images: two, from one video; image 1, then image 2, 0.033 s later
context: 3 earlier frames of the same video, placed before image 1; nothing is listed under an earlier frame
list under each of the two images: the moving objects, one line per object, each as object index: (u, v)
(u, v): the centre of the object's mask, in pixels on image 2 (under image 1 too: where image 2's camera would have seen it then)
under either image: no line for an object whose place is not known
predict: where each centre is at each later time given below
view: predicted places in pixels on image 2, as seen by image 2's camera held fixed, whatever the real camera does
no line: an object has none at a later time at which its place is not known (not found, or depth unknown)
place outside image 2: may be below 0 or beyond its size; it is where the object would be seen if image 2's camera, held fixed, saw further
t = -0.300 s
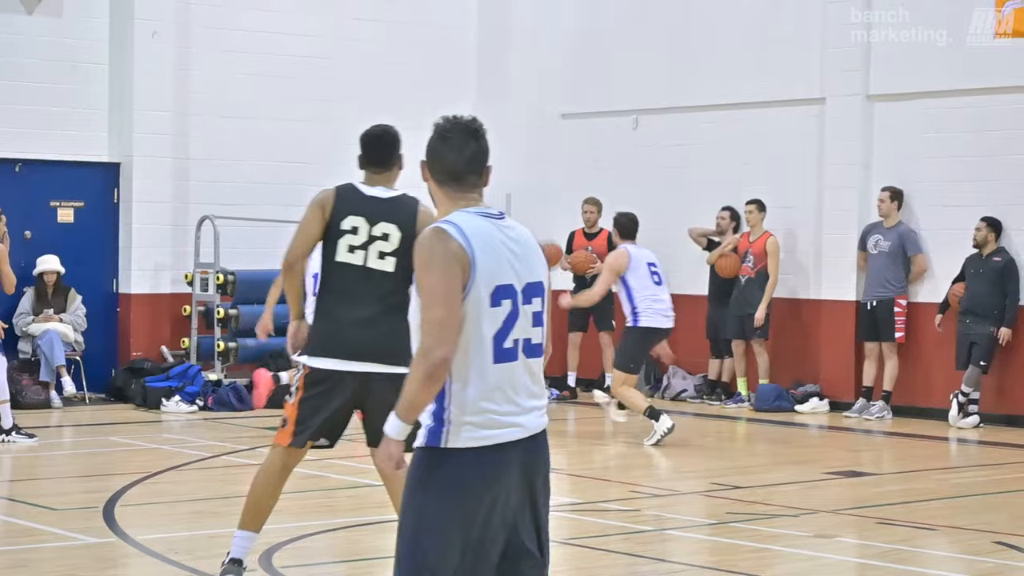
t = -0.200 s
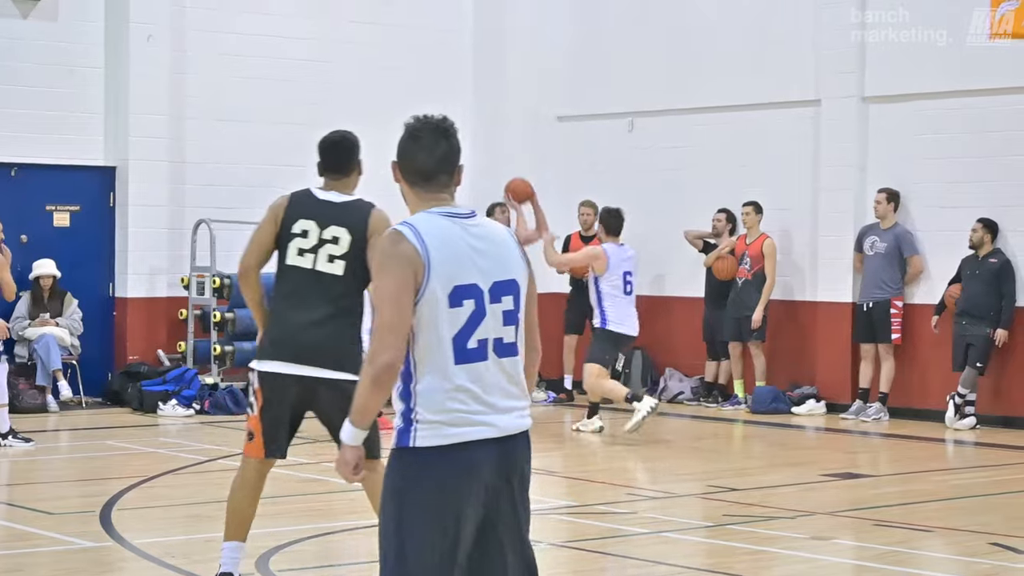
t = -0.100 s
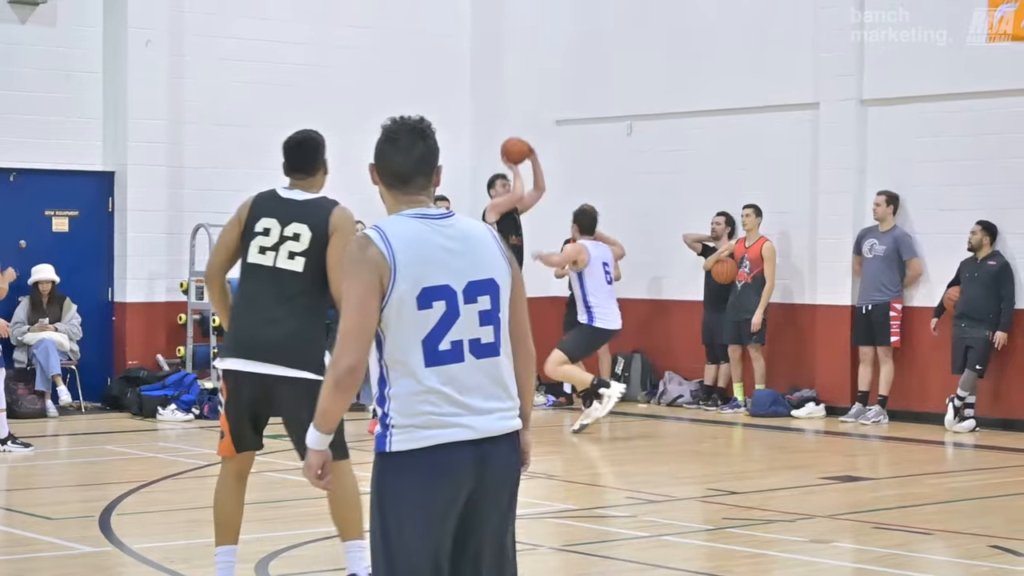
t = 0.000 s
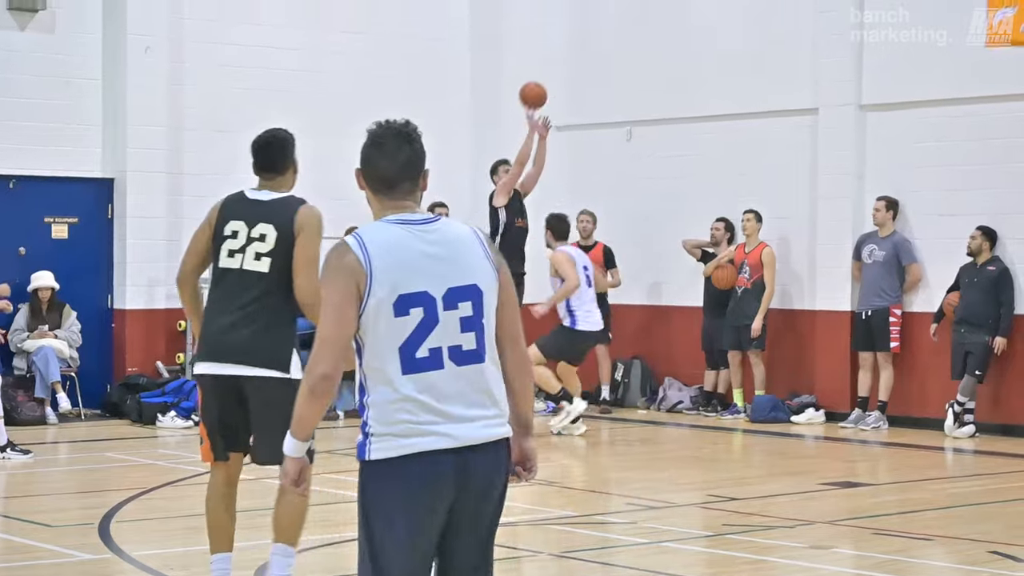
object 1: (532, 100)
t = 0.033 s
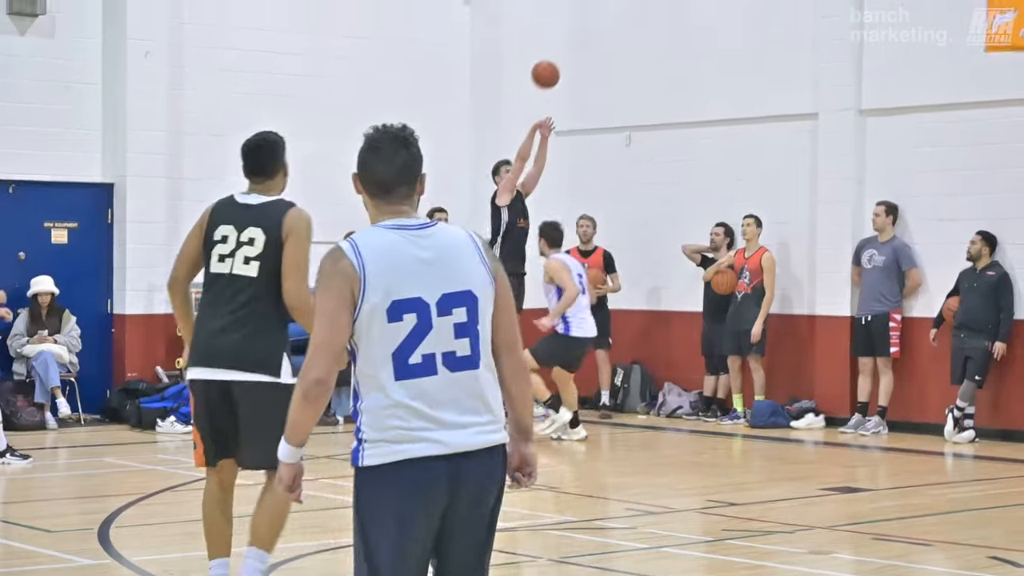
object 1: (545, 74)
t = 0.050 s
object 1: (552, 61)
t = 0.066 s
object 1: (559, 48)
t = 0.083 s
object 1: (566, 35)
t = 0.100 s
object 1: (573, 23)
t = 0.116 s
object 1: (580, 10)
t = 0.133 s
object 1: (587, -2)
